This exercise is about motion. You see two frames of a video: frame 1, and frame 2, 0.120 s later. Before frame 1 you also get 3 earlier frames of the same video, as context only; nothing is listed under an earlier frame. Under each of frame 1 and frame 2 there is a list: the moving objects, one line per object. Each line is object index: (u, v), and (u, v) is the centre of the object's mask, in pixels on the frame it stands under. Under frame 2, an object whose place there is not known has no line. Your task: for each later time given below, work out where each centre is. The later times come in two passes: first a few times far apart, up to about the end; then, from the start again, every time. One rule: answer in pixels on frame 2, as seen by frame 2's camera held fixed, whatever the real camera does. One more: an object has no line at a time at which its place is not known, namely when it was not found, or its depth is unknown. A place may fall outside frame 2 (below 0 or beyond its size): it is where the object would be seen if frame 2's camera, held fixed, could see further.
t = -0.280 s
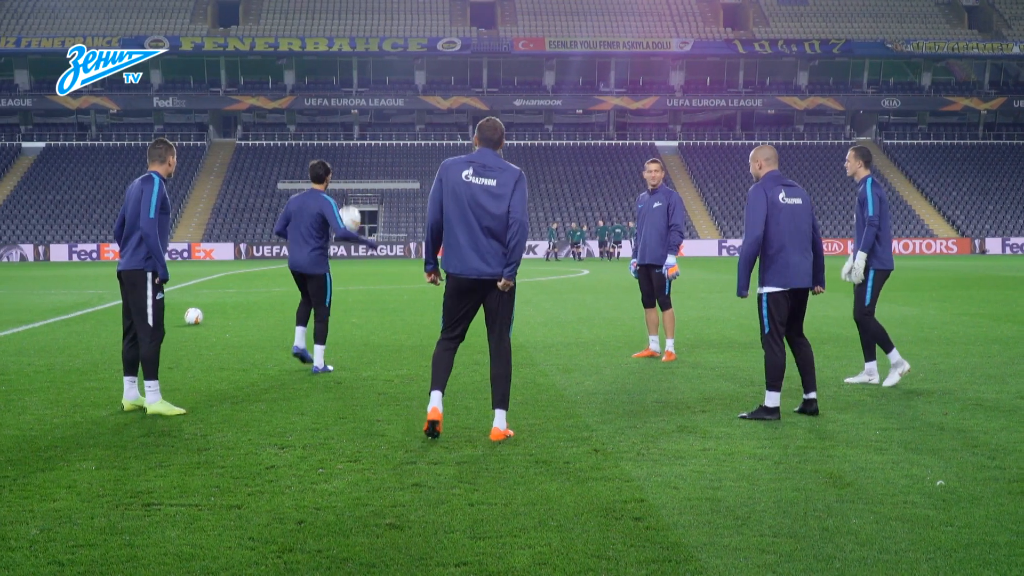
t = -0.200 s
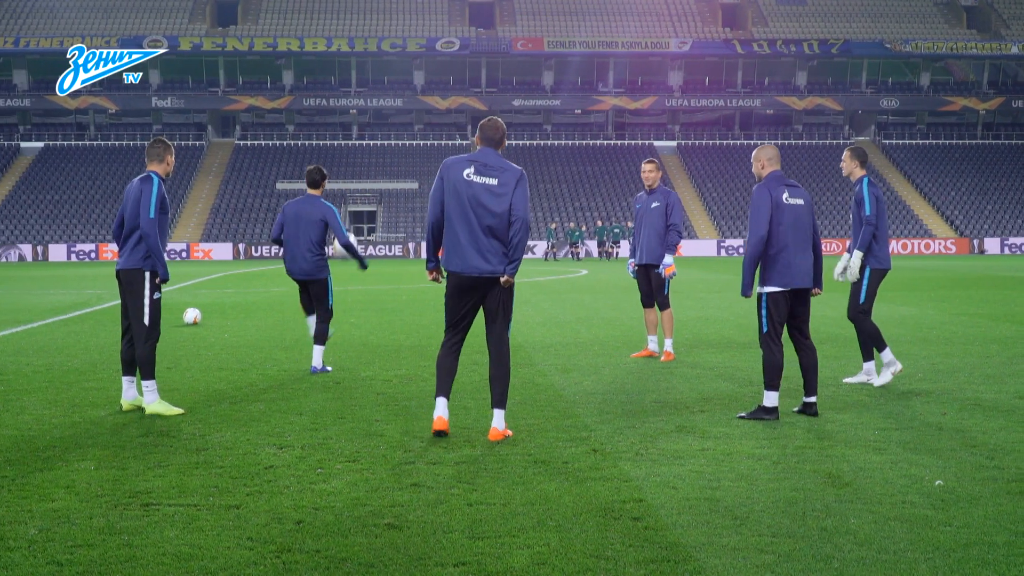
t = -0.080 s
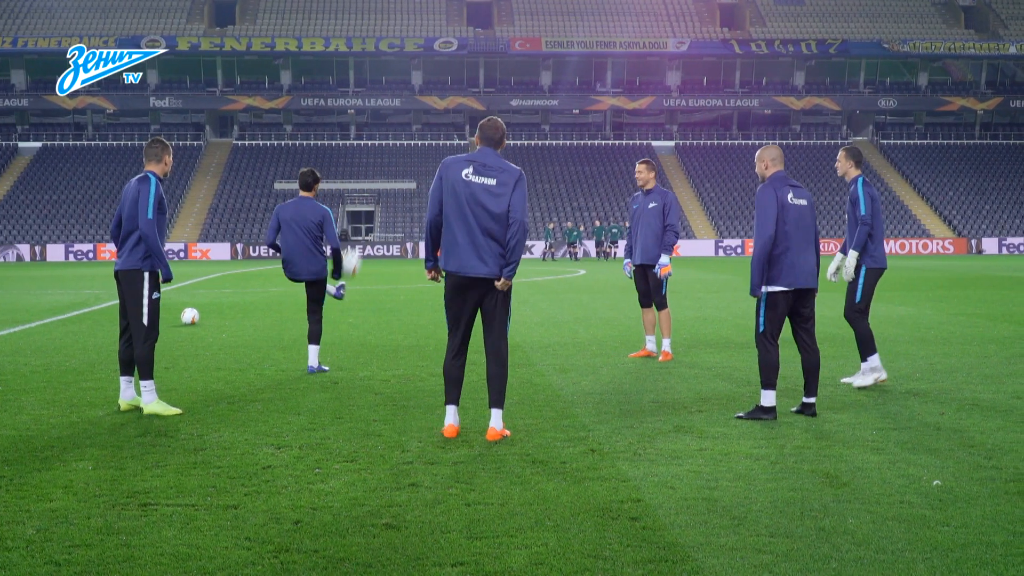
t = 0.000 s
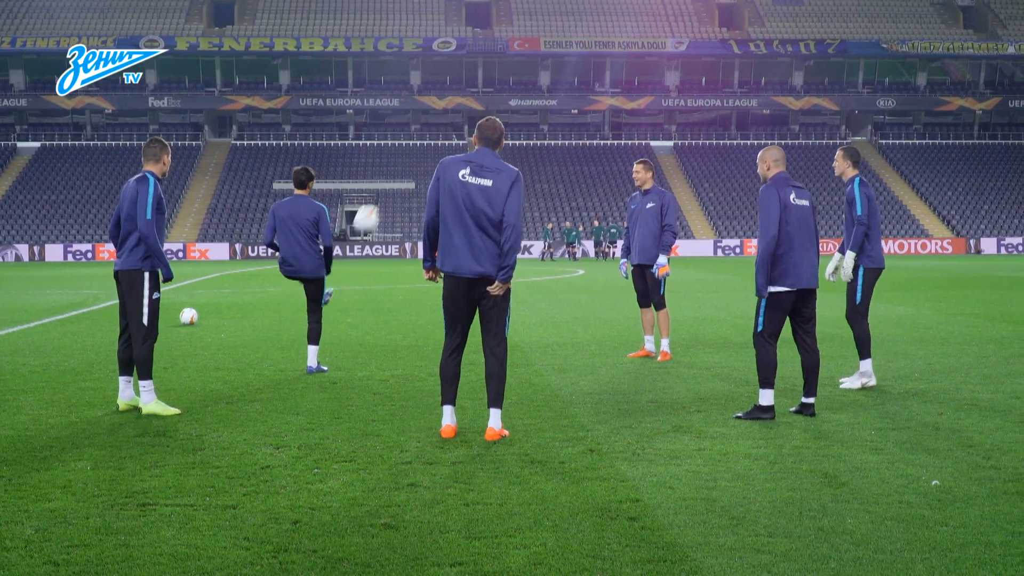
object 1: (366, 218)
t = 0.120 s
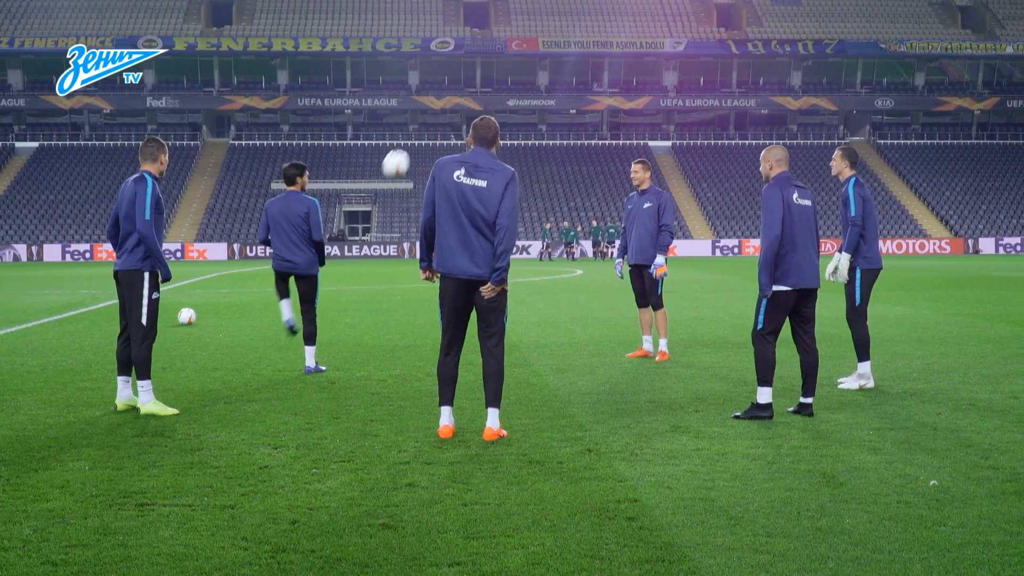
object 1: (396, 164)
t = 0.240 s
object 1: (427, 123)
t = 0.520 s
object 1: (506, 86)
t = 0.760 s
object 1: (577, 129)
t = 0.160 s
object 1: (406, 149)
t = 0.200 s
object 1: (416, 134)
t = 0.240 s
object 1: (427, 123)
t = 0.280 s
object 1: (438, 112)
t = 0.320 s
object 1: (448, 103)
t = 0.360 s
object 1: (459, 96)
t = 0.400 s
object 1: (472, 91)
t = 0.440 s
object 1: (482, 88)
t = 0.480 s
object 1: (493, 85)
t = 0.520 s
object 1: (506, 86)
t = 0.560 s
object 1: (516, 88)
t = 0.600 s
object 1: (528, 92)
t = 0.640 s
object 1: (541, 98)
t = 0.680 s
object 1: (553, 107)
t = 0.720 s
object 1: (565, 117)
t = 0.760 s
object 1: (577, 129)
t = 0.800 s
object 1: (590, 145)
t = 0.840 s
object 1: (605, 162)
